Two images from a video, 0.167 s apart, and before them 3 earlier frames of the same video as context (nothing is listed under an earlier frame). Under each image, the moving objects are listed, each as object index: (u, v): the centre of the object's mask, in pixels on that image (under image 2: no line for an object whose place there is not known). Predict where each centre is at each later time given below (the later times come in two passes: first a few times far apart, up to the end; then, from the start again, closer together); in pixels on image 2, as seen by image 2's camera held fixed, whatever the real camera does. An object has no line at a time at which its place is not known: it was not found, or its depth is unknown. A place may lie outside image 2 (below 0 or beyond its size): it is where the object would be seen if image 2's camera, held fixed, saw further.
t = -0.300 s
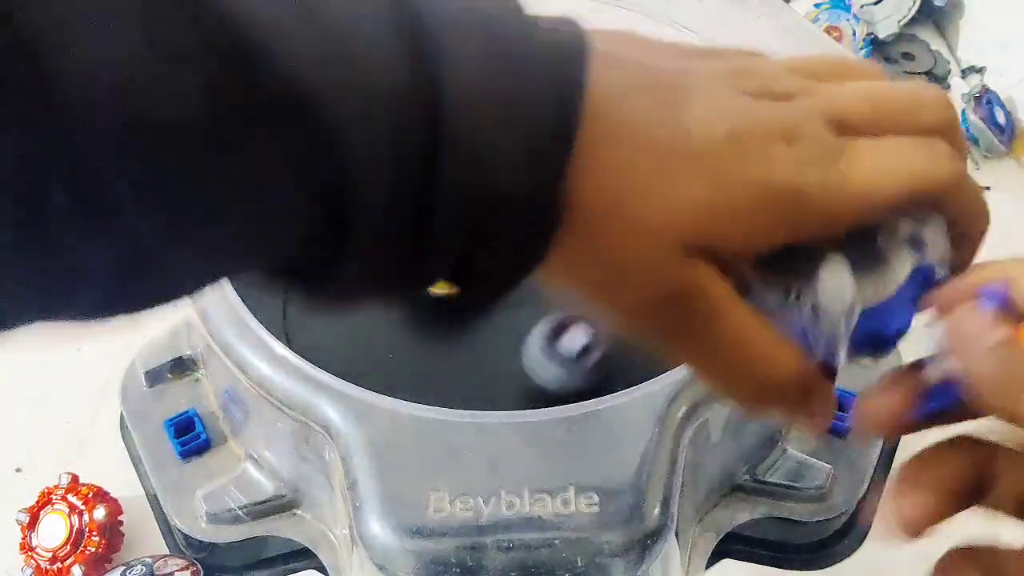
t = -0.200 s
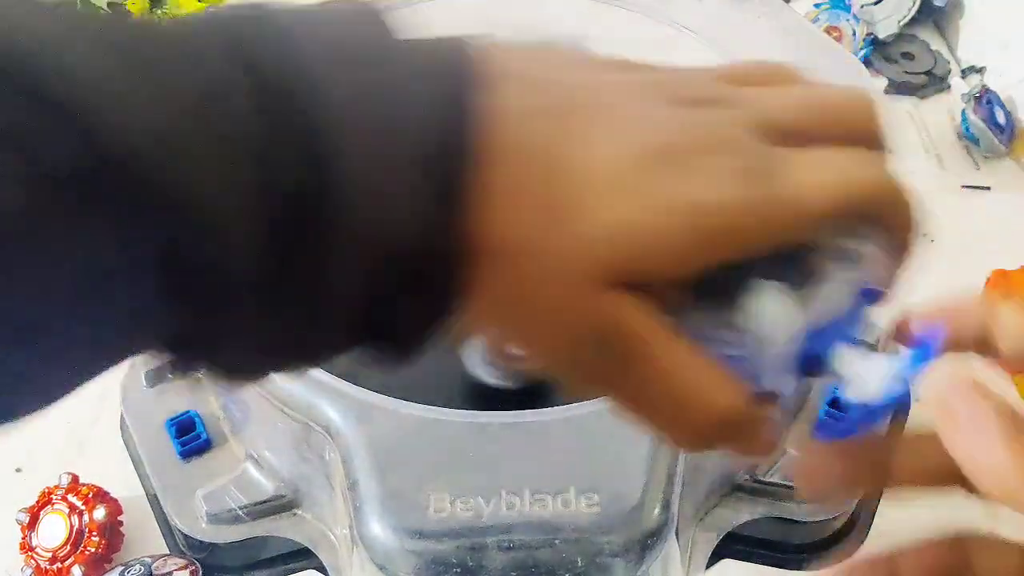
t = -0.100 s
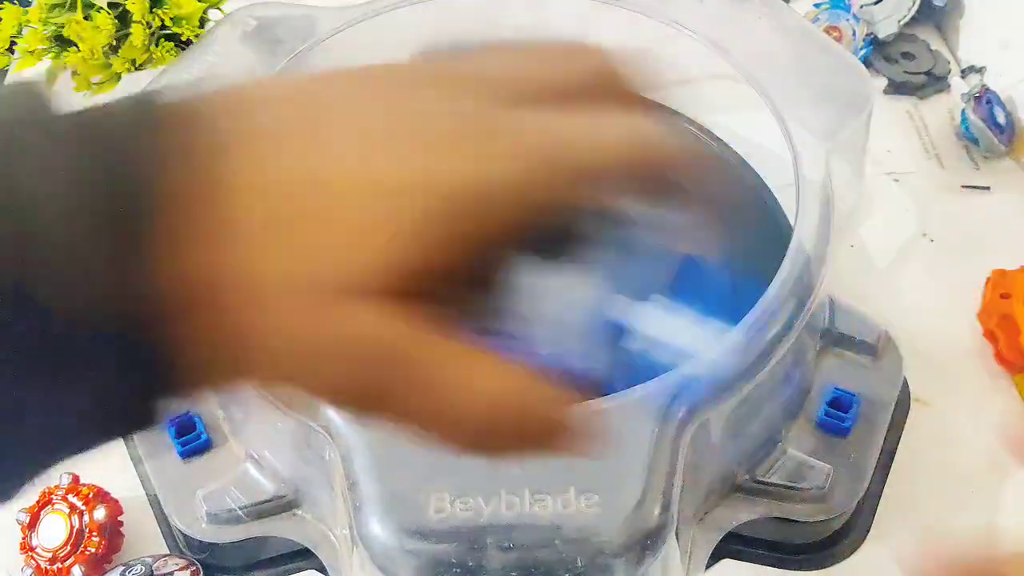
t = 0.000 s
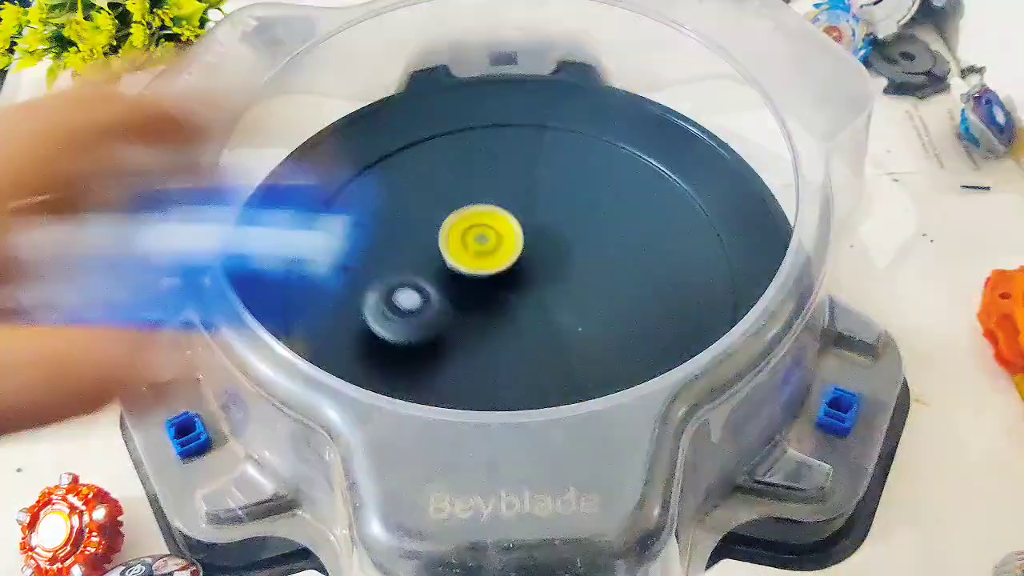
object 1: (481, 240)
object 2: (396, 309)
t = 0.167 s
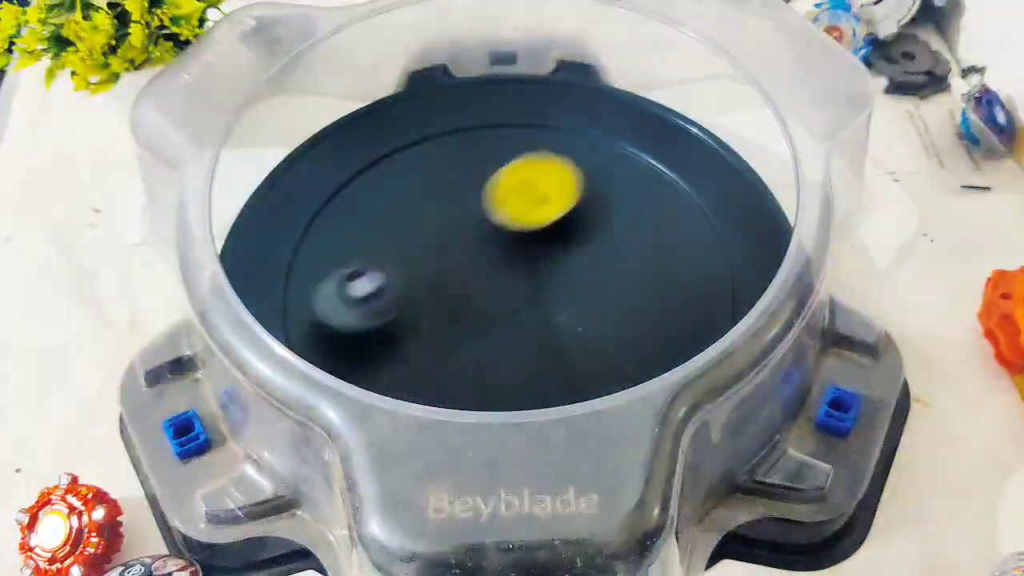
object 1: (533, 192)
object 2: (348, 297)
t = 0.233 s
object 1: (579, 155)
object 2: (315, 319)
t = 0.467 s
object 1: (567, 152)
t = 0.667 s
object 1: (514, 181)
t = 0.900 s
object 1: (515, 172)
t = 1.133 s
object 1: (538, 201)
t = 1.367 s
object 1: (587, 216)
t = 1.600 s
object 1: (691, 184)
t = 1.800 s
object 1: (638, 212)
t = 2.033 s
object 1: (612, 241)
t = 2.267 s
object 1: (648, 179)
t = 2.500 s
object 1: (566, 236)
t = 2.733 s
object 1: (559, 323)
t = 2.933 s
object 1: (602, 359)
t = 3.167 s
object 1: (349, 366)
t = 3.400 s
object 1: (419, 257)
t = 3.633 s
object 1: (432, 165)
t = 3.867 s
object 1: (502, 269)
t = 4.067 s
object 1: (509, 439)
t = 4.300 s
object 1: (537, 463)
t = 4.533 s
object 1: (532, 435)
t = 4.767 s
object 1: (503, 336)
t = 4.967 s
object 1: (427, 307)
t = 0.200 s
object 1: (558, 172)
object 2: (327, 311)
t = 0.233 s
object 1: (579, 155)
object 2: (315, 319)
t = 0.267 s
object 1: (593, 140)
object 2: (309, 323)
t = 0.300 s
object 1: (602, 127)
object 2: (312, 325)
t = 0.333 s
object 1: (603, 125)
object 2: (312, 324)
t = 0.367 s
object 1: (598, 130)
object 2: (319, 321)
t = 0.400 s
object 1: (590, 136)
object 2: (333, 314)
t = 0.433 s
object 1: (579, 143)
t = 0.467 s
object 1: (567, 152)
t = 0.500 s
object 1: (555, 160)
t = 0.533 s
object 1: (542, 168)
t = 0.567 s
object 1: (530, 177)
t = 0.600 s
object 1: (520, 185)
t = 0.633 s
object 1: (513, 189)
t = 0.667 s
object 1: (514, 181)
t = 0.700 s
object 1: (515, 176)
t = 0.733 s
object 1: (516, 172)
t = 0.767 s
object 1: (516, 170)
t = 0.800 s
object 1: (516, 169)
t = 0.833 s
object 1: (516, 169)
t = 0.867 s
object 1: (515, 170)
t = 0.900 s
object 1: (515, 172)
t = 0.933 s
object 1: (515, 175)
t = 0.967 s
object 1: (517, 178)
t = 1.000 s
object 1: (520, 183)
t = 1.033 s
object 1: (523, 187)
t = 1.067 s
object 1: (527, 192)
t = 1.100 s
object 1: (533, 197)
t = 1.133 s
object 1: (538, 201)
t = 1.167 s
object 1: (545, 205)
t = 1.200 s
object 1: (553, 209)
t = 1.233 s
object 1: (560, 211)
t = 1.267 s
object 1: (567, 213)
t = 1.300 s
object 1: (574, 215)
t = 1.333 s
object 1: (581, 216)
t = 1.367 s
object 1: (587, 216)
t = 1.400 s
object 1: (592, 216)
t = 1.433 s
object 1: (603, 215)
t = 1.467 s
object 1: (619, 213)
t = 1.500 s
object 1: (631, 209)
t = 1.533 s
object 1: (659, 199)
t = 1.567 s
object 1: (684, 188)
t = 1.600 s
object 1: (691, 184)
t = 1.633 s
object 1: (690, 190)
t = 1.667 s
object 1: (684, 194)
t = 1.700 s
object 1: (674, 199)
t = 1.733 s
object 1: (663, 203)
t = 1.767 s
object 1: (651, 207)
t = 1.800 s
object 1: (638, 212)
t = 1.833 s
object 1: (626, 217)
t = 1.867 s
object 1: (616, 222)
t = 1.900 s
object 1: (607, 228)
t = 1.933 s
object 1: (600, 235)
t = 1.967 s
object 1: (595, 242)
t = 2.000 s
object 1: (592, 250)
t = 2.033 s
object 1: (612, 241)
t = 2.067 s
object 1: (647, 218)
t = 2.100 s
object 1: (674, 198)
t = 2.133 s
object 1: (688, 182)
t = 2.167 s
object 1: (684, 178)
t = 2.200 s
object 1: (675, 179)
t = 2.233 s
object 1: (662, 178)
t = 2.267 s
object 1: (648, 179)
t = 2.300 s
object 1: (632, 182)
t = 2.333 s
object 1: (618, 187)
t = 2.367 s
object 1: (605, 193)
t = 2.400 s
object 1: (594, 202)
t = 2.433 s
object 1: (583, 212)
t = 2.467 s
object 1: (574, 224)
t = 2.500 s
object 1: (566, 236)
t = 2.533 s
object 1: (560, 249)
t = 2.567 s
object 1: (556, 261)
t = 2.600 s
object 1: (553, 274)
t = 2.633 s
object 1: (552, 287)
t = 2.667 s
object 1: (552, 299)
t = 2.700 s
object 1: (554, 312)
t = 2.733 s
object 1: (559, 323)
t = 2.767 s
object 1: (565, 333)
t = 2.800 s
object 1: (572, 342)
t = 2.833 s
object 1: (581, 349)
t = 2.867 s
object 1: (591, 353)
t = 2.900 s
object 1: (601, 356)
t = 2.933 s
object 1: (602, 359)
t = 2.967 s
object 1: (562, 372)
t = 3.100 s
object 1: (397, 383)
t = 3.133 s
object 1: (368, 376)
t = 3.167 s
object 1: (349, 366)
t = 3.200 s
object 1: (339, 358)
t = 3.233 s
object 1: (339, 346)
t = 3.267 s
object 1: (344, 334)
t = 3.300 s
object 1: (358, 315)
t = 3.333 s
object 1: (378, 295)
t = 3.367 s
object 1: (399, 275)
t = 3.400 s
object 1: (419, 257)
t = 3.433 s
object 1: (422, 231)
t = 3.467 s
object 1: (418, 213)
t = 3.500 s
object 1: (416, 195)
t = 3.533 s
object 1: (416, 182)
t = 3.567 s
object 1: (419, 171)
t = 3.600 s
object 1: (425, 166)
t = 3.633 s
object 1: (432, 165)
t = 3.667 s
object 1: (441, 168)
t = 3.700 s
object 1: (452, 177)
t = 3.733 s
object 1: (463, 188)
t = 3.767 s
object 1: (475, 205)
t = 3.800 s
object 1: (486, 224)
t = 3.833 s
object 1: (494, 245)
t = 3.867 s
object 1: (502, 269)
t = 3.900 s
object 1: (506, 295)
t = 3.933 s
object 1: (507, 324)
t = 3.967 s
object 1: (507, 353)
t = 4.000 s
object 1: (508, 375)
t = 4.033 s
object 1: (507, 411)
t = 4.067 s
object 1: (509, 439)
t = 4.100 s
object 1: (511, 453)
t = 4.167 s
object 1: (521, 460)
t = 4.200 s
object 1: (526, 463)
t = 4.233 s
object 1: (530, 465)
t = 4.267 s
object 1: (533, 465)
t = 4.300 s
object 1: (537, 463)
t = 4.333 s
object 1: (538, 464)
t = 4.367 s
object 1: (539, 462)
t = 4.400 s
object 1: (539, 461)
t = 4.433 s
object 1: (537, 456)
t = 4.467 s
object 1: (536, 453)
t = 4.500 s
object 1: (533, 444)
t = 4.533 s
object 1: (532, 435)
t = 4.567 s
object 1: (529, 423)
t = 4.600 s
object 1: (527, 408)
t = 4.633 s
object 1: (525, 386)
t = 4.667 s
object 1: (521, 377)
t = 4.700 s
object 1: (516, 364)
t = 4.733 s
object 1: (510, 350)
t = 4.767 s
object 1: (503, 336)
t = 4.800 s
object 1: (495, 323)
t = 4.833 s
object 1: (485, 313)
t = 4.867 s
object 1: (472, 311)
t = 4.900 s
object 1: (458, 309)
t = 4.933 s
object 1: (443, 309)
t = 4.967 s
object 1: (427, 307)
